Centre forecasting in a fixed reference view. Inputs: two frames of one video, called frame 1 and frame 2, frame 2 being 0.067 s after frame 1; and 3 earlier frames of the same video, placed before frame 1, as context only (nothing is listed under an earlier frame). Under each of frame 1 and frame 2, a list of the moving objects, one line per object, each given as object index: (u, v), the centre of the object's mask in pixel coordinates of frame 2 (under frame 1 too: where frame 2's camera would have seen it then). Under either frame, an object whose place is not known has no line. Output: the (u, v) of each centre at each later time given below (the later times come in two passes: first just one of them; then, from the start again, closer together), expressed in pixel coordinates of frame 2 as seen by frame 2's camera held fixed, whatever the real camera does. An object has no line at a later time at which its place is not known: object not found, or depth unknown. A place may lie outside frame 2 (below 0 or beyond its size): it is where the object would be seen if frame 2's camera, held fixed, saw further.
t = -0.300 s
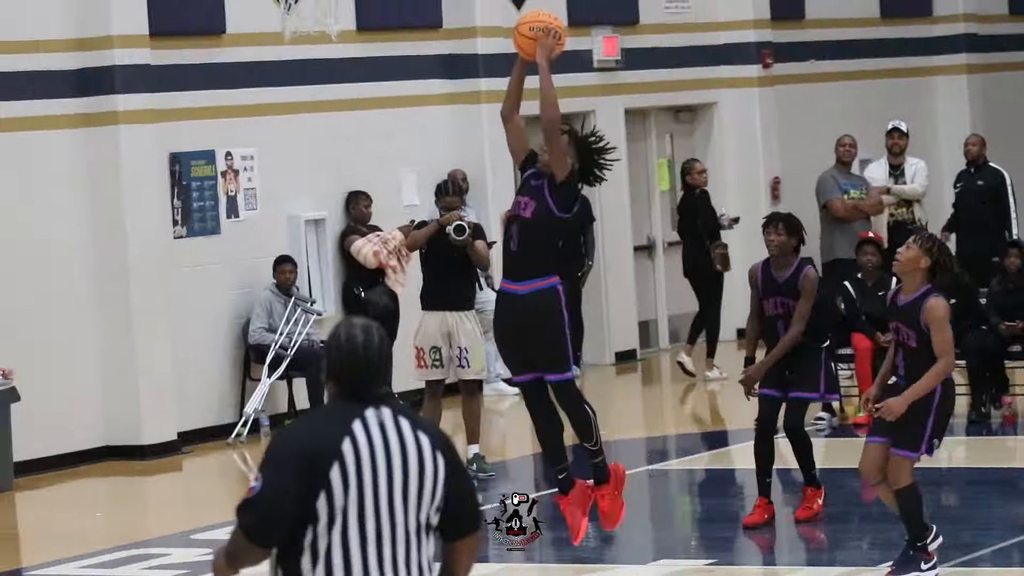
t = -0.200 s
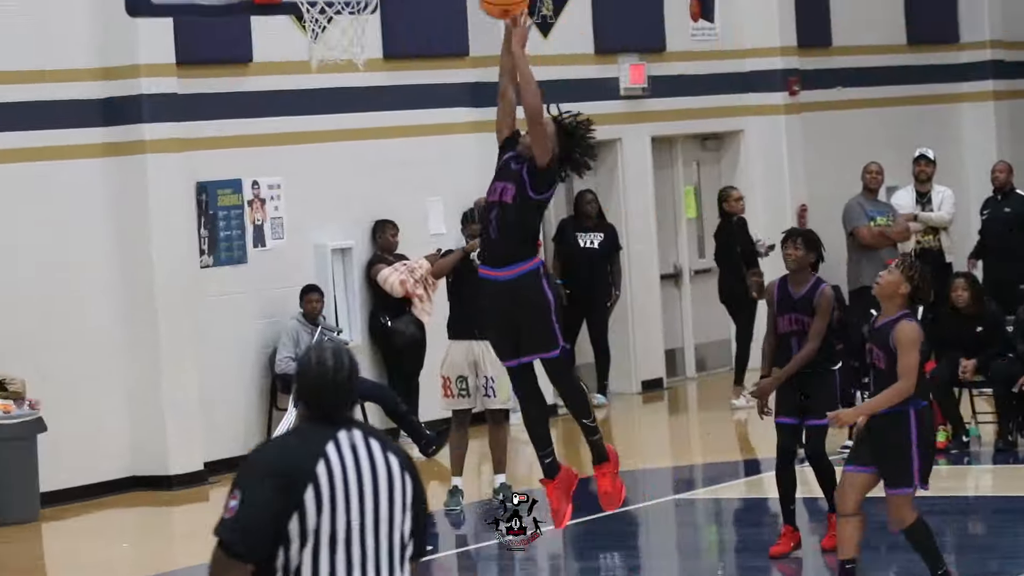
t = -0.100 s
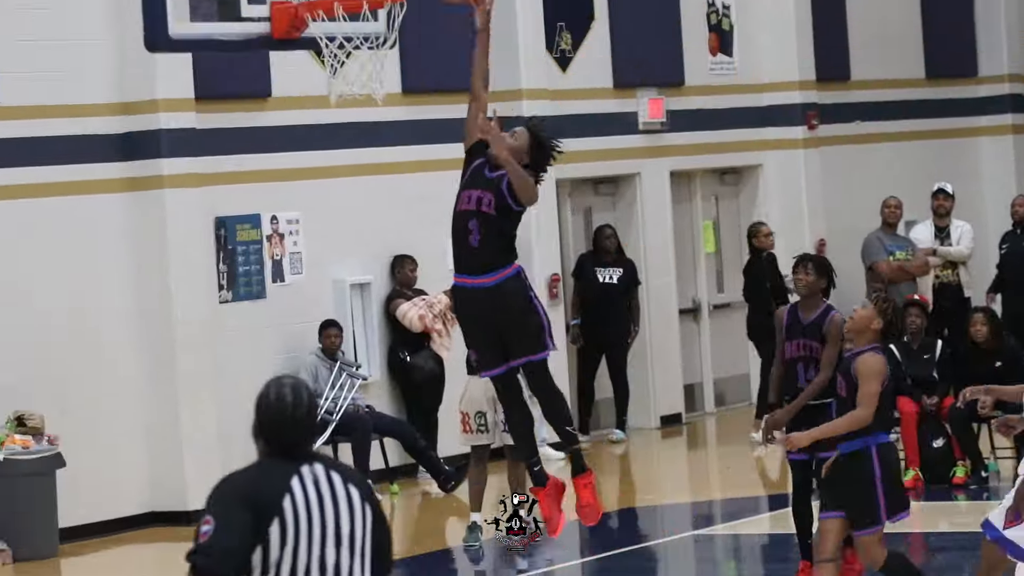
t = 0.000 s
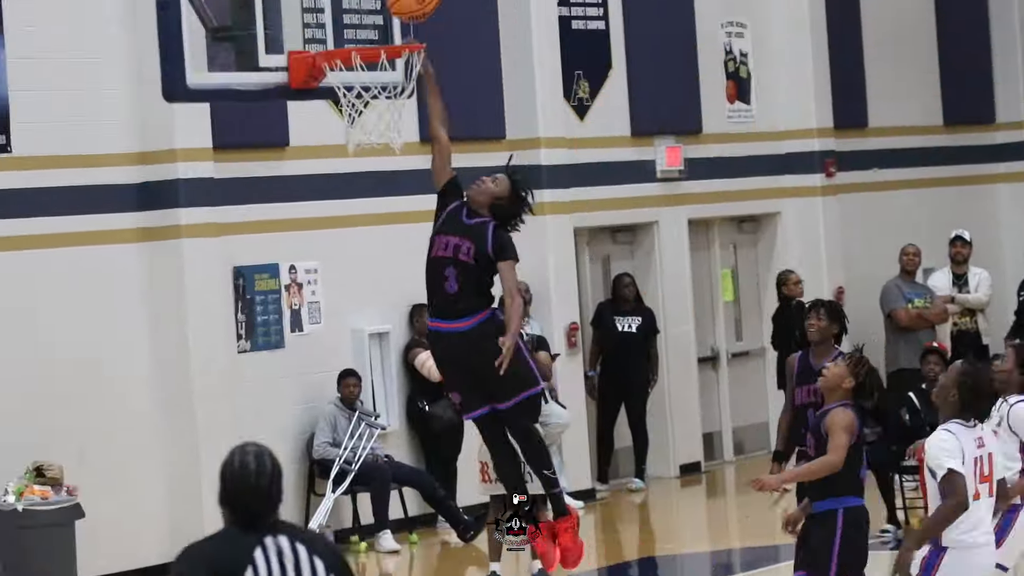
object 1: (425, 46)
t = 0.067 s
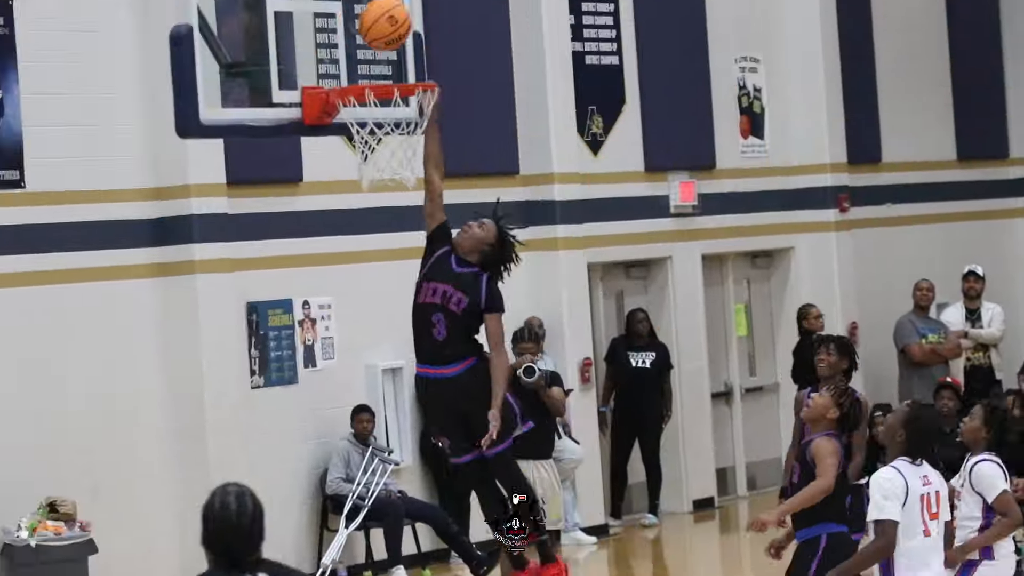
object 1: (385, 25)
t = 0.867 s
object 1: (556, 205)
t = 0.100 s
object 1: (365, 24)
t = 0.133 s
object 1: (345, 26)
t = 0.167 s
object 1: (324, 32)
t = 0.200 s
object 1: (327, 34)
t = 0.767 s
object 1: (519, 134)
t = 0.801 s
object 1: (531, 155)
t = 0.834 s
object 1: (544, 179)
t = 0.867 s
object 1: (556, 205)
